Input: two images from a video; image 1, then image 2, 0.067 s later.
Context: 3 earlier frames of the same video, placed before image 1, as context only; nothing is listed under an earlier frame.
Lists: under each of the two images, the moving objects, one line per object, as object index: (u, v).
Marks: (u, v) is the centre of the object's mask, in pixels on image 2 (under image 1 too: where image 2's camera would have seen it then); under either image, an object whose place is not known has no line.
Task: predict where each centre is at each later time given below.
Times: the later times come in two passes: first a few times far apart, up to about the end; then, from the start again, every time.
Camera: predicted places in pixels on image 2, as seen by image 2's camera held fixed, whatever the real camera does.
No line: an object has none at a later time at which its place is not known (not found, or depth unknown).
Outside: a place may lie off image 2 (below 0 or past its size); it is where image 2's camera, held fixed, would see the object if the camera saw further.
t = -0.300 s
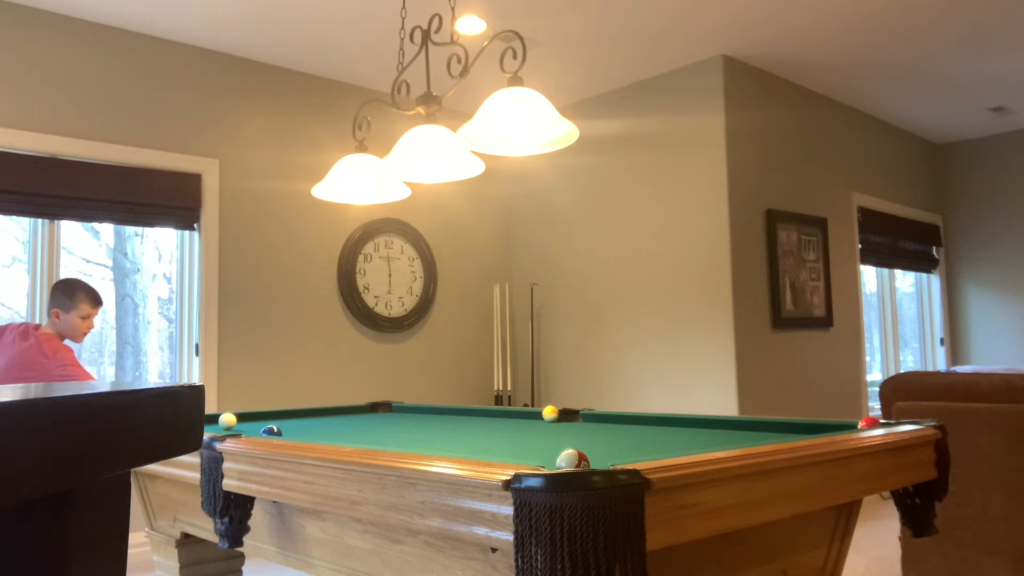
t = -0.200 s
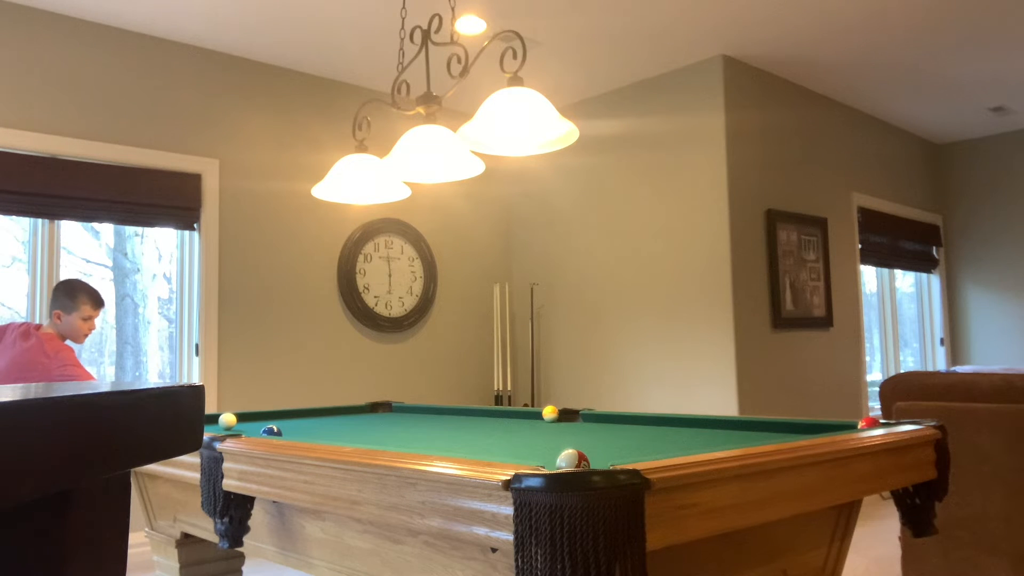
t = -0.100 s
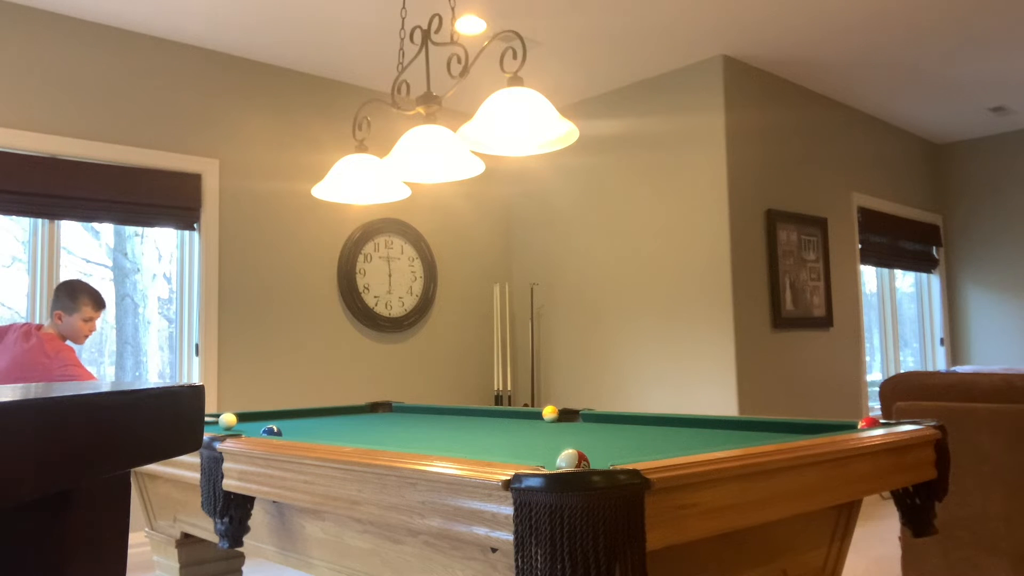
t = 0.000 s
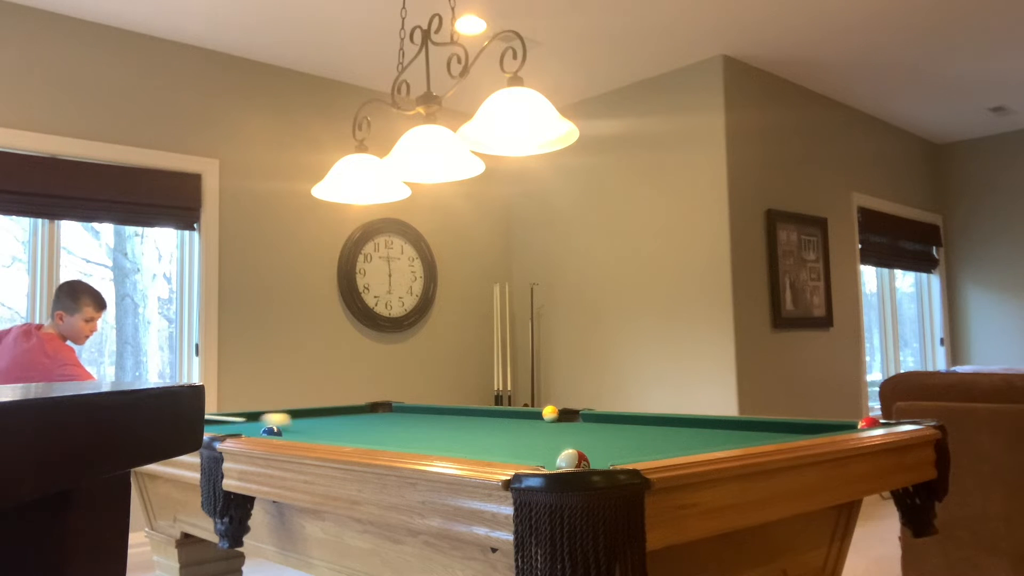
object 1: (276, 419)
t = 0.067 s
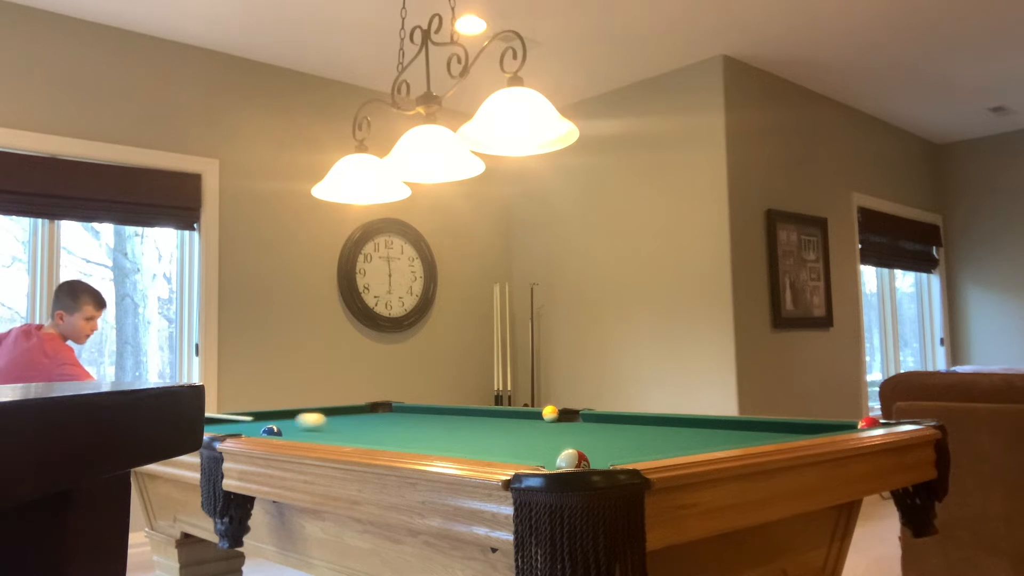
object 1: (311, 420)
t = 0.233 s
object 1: (393, 421)
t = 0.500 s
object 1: (527, 423)
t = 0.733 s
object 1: (659, 424)
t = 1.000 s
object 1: (831, 425)
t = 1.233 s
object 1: (864, 423)
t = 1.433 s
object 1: (891, 424)
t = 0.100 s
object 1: (328, 420)
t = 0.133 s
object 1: (344, 421)
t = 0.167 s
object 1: (361, 421)
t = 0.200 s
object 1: (377, 421)
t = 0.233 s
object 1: (393, 421)
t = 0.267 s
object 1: (409, 422)
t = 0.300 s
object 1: (425, 422)
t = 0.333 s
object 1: (442, 422)
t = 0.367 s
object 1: (458, 422)
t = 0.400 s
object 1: (475, 422)
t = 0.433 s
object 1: (492, 423)
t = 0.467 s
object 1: (509, 423)
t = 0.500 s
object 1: (527, 423)
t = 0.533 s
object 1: (545, 423)
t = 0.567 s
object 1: (563, 423)
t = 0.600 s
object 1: (582, 423)
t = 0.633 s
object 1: (600, 423)
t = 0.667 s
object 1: (619, 424)
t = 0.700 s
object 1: (638, 424)
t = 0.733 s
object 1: (659, 424)
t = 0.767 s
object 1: (678, 424)
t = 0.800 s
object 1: (699, 425)
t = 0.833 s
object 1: (720, 426)
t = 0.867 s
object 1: (742, 426)
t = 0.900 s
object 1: (764, 426)
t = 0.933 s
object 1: (786, 426)
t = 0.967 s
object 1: (808, 426)
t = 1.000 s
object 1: (831, 425)
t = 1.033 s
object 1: (844, 424)
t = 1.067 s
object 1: (845, 425)
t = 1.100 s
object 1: (847, 424)
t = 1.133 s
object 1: (850, 424)
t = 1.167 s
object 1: (854, 424)
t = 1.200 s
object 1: (859, 424)
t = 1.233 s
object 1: (864, 423)
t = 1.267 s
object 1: (869, 423)
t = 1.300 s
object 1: (875, 423)
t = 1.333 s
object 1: (880, 422)
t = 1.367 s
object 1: (883, 422)
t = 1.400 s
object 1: (886, 423)
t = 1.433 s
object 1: (891, 424)
